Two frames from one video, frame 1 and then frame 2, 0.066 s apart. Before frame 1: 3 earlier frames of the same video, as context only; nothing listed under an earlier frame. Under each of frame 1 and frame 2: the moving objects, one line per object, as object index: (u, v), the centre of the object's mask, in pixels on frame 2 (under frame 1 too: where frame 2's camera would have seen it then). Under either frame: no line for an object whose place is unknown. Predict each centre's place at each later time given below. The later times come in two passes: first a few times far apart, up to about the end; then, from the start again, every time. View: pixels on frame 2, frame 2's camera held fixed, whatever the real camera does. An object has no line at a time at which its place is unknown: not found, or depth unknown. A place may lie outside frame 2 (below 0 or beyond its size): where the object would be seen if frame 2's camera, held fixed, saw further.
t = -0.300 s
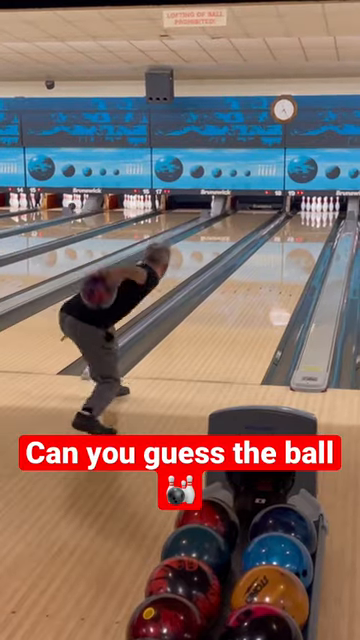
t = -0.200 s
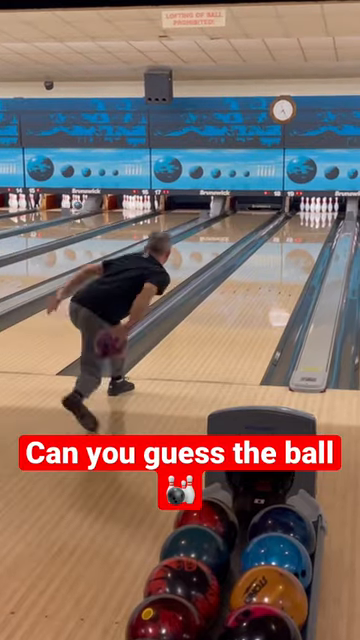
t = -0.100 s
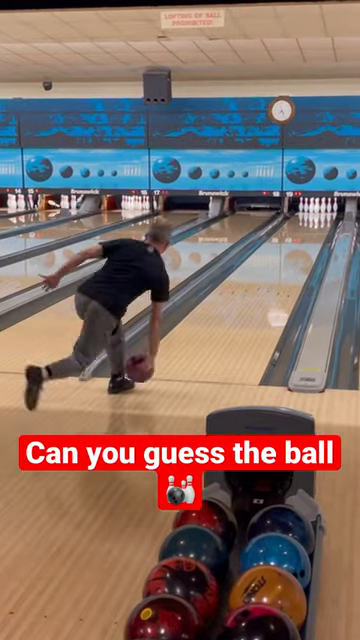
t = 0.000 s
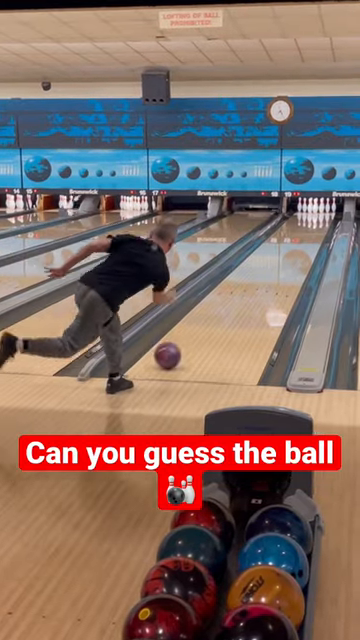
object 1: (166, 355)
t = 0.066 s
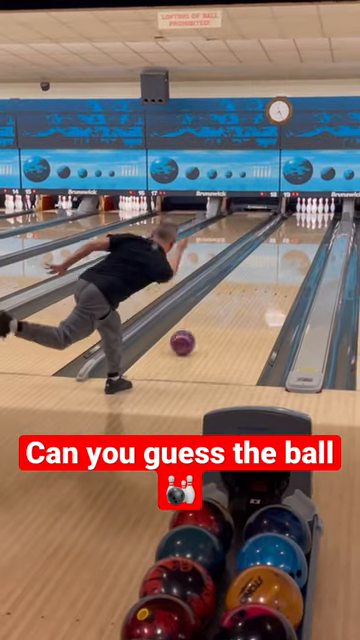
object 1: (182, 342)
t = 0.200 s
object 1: (208, 320)
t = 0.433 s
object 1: (243, 292)
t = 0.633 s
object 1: (263, 274)
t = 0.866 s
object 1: (282, 259)
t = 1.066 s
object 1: (294, 248)
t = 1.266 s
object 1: (303, 239)
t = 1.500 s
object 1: (313, 231)
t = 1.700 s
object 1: (318, 225)
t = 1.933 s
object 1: (320, 220)
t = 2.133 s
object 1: (320, 215)
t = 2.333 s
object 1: (318, 211)
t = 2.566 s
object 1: (318, 209)
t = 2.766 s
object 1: (319, 208)
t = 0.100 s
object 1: (190, 336)
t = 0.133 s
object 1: (196, 331)
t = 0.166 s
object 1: (203, 325)
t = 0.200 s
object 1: (208, 320)
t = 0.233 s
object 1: (214, 316)
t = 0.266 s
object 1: (219, 311)
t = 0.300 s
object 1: (225, 307)
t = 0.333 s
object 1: (229, 303)
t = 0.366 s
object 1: (234, 299)
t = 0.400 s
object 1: (238, 295)
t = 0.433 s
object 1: (243, 292)
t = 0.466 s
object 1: (246, 288)
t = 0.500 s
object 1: (250, 285)
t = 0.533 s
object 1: (254, 282)
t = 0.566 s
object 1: (257, 280)
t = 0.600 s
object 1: (260, 277)
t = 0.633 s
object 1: (263, 274)
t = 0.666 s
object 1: (266, 272)
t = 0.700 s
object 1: (269, 269)
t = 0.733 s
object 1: (272, 267)
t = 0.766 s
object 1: (275, 265)
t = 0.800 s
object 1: (277, 263)
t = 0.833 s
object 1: (279, 260)
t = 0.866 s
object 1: (282, 259)
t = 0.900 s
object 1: (284, 257)
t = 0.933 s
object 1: (286, 255)
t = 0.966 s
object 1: (288, 253)
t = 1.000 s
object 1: (290, 251)
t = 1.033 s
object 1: (292, 249)
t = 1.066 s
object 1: (294, 248)
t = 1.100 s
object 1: (295, 246)
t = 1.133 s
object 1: (297, 245)
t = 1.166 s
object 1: (299, 243)
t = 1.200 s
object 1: (301, 242)
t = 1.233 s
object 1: (302, 241)
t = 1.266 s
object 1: (303, 239)
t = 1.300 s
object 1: (305, 238)
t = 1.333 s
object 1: (306, 237)
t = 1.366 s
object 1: (308, 235)
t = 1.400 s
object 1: (309, 234)
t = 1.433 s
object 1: (310, 233)
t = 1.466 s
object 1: (311, 232)
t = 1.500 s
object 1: (313, 231)
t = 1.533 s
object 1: (313, 230)
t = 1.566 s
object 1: (314, 228)
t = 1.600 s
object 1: (315, 227)
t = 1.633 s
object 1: (316, 227)
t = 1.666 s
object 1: (317, 226)
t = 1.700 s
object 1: (318, 225)
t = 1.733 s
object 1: (318, 224)
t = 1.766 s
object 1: (319, 223)
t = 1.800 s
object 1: (319, 222)
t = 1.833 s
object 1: (320, 221)
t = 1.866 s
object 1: (320, 221)
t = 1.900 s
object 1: (320, 220)
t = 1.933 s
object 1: (320, 220)
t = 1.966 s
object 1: (320, 220)
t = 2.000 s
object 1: (320, 218)
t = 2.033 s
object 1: (320, 218)
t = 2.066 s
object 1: (320, 217)
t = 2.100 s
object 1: (321, 216)
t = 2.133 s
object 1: (320, 215)
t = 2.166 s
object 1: (320, 215)
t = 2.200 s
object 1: (320, 213)
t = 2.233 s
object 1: (320, 213)
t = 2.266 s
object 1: (319, 213)
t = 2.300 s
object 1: (319, 212)
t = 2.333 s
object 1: (318, 211)
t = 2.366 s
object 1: (318, 211)
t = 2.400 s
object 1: (316, 210)
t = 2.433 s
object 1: (317, 211)
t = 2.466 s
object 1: (317, 210)
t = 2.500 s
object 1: (317, 210)
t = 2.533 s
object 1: (317, 209)
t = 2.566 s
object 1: (318, 209)
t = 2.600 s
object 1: (318, 209)
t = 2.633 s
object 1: (318, 208)
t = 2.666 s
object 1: (319, 208)
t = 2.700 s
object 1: (319, 208)
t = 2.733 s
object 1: (320, 208)
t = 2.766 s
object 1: (319, 208)
